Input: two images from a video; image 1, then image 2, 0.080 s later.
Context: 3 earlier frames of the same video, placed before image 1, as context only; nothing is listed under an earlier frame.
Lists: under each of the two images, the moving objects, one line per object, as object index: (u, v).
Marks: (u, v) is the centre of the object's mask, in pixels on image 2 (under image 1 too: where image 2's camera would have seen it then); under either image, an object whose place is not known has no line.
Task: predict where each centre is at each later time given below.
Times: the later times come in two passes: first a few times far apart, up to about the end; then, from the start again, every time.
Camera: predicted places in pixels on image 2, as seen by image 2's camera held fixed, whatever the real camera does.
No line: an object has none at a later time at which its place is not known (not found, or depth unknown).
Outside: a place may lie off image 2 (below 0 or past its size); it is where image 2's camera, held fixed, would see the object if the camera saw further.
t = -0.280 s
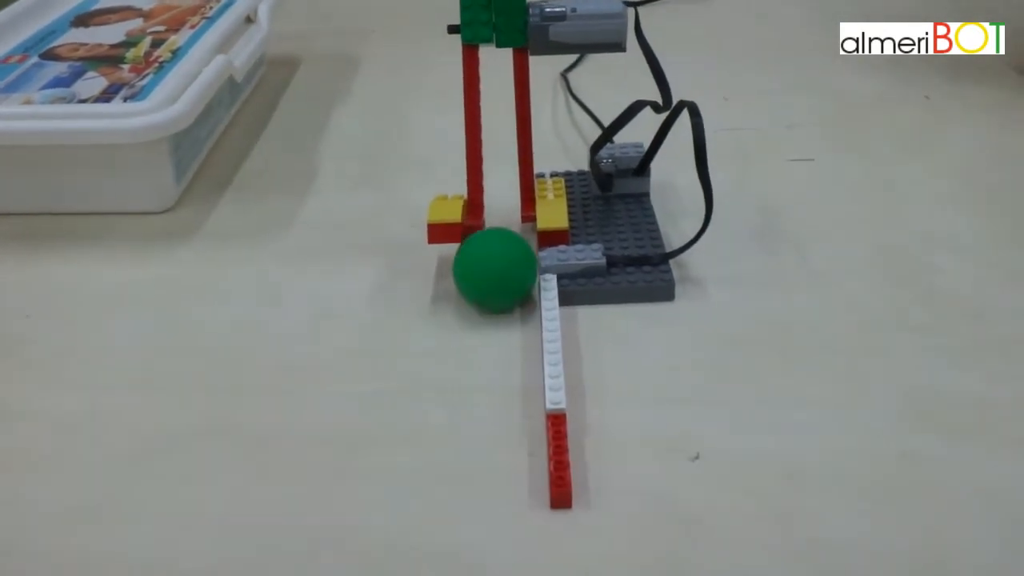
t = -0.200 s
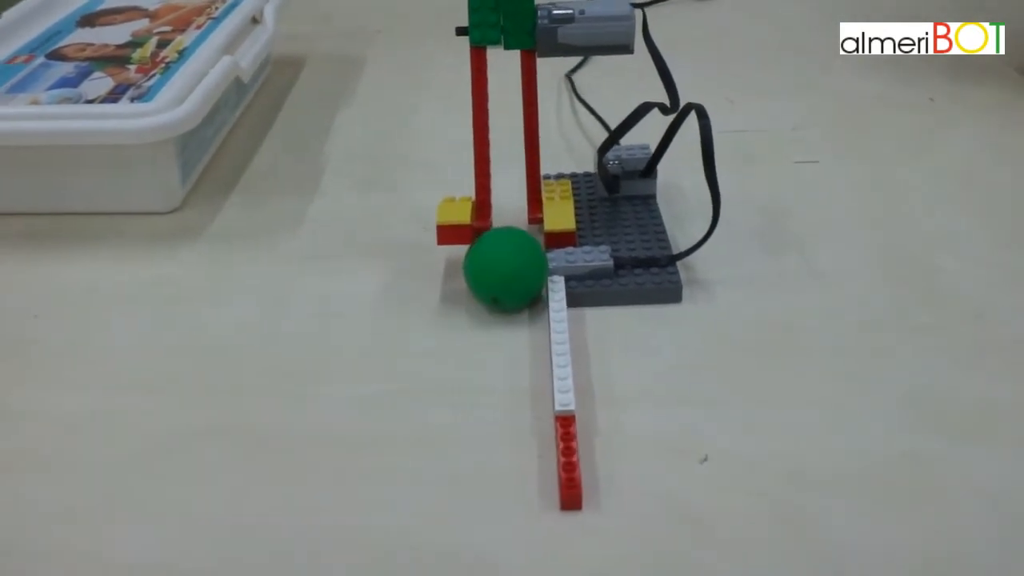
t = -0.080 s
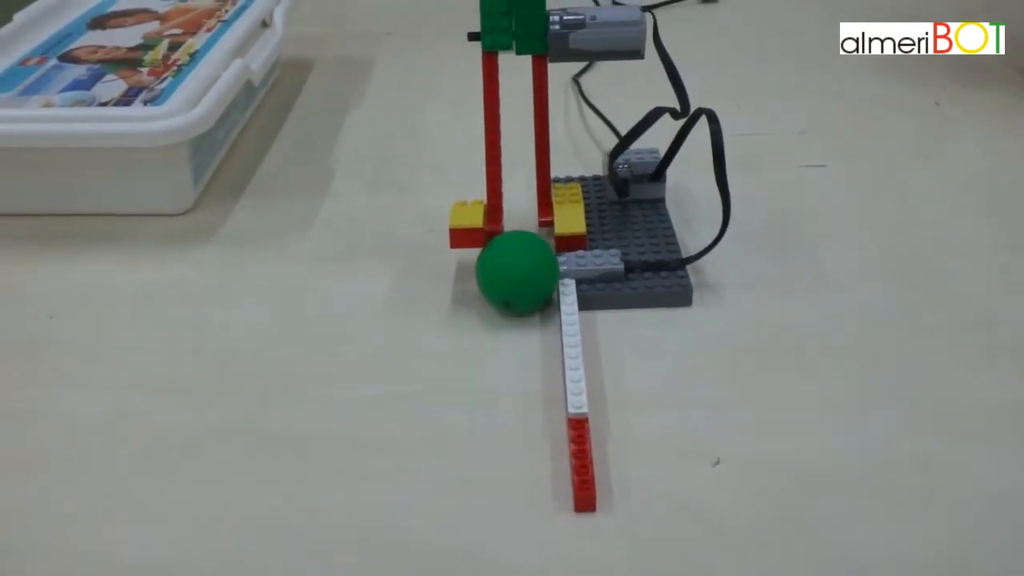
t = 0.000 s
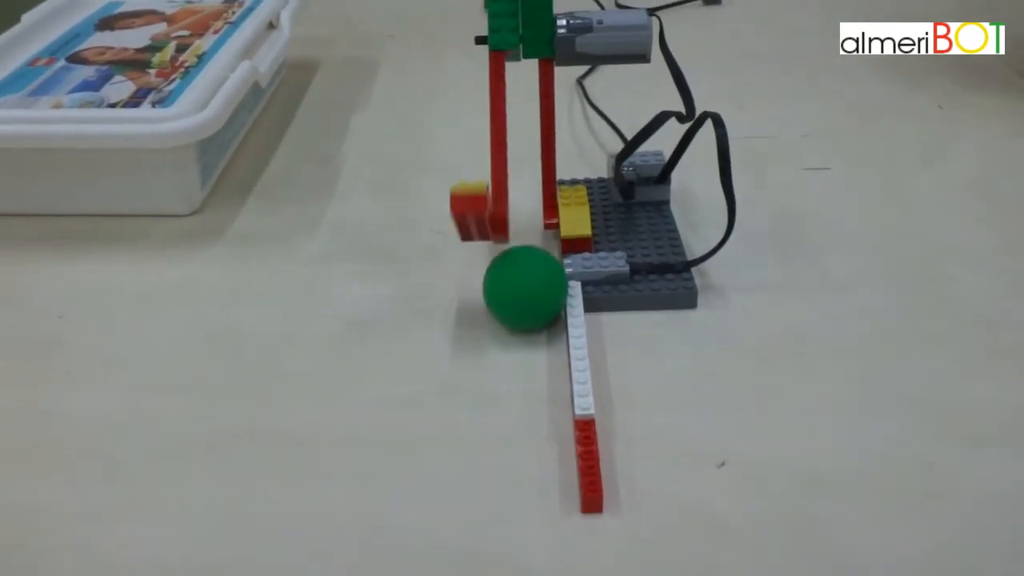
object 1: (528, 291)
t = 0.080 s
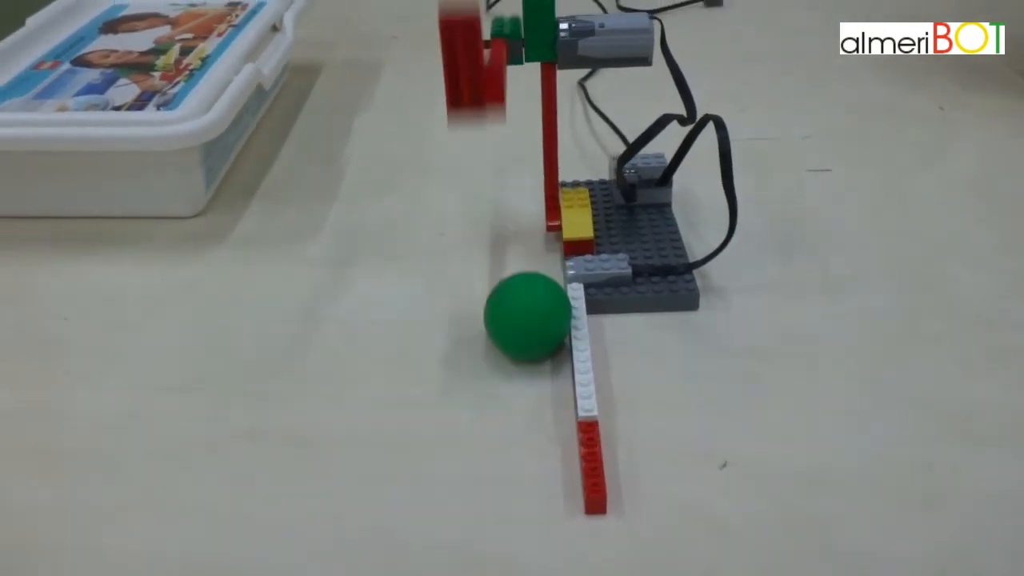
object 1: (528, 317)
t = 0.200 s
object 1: (530, 357)
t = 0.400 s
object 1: (533, 438)
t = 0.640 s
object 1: (547, 540)
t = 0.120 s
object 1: (528, 329)
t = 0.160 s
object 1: (528, 343)
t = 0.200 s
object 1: (530, 357)
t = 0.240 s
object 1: (531, 371)
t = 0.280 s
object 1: (531, 386)
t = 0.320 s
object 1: (532, 402)
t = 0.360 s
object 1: (532, 419)
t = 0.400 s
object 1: (533, 438)
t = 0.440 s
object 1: (534, 457)
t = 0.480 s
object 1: (536, 478)
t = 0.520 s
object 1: (537, 498)
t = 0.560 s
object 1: (540, 517)
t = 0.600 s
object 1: (543, 530)
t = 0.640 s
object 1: (547, 540)
